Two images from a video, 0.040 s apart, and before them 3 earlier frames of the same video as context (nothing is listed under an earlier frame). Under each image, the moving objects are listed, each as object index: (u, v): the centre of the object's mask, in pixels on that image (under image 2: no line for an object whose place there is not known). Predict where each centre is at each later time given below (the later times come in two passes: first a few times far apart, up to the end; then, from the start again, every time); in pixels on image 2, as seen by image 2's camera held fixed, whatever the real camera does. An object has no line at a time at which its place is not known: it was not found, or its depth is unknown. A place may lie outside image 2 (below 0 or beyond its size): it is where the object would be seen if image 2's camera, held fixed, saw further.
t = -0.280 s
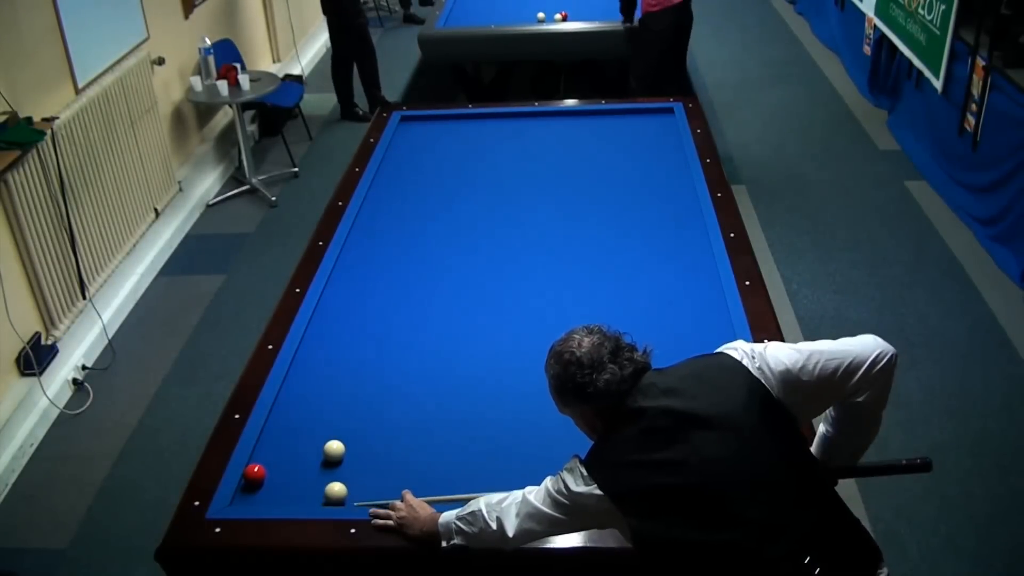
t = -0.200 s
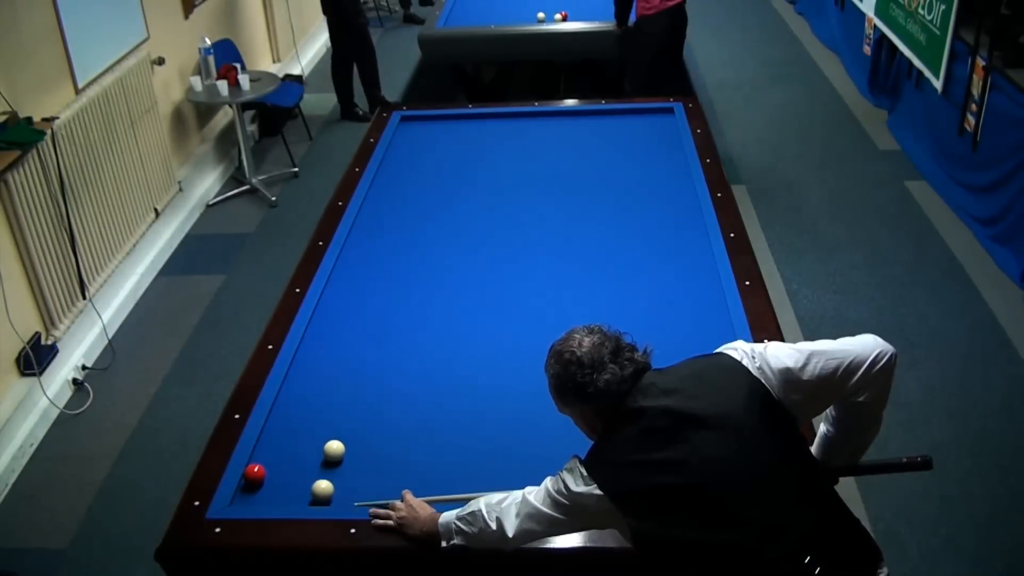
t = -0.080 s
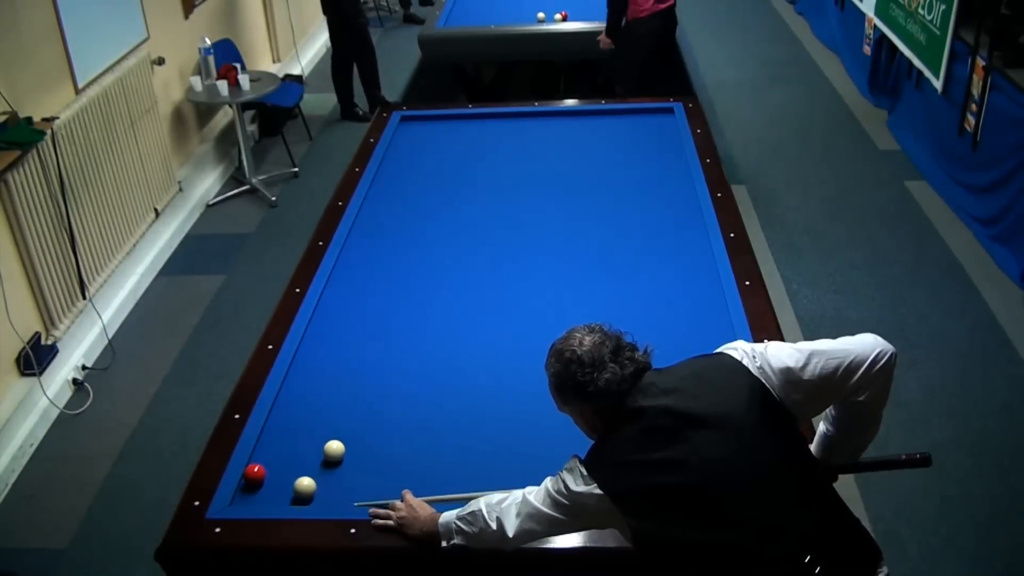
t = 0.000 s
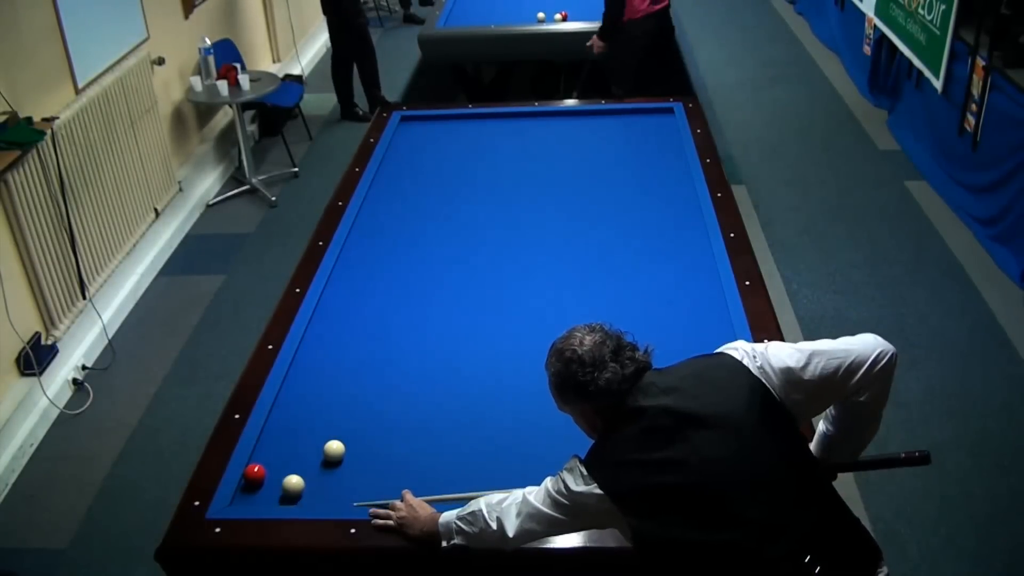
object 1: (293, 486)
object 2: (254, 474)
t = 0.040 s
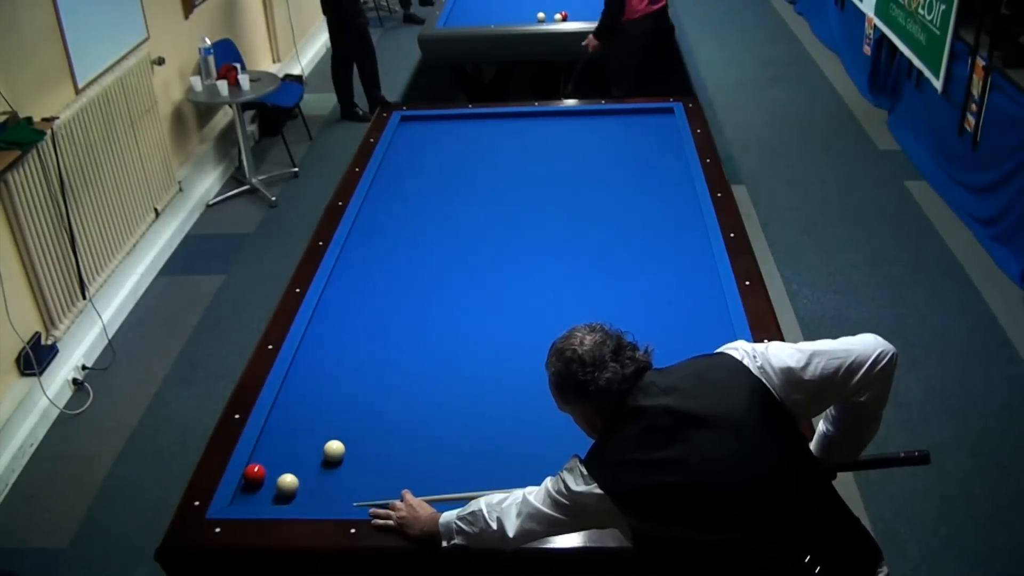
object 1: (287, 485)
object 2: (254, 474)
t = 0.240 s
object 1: (266, 484)
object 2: (257, 470)
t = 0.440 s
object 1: (256, 490)
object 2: (270, 464)
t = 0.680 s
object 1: (245, 496)
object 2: (283, 456)
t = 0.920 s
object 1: (250, 495)
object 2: (296, 447)
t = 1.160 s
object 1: (259, 491)
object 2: (307, 440)
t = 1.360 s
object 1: (265, 488)
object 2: (316, 435)
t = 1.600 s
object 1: (272, 485)
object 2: (325, 429)
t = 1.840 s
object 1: (278, 483)
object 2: (334, 424)
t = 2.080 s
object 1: (283, 480)
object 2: (343, 419)
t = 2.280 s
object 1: (287, 479)
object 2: (349, 415)
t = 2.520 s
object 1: (290, 478)
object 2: (356, 410)
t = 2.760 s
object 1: (293, 476)
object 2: (362, 407)
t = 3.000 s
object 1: (295, 475)
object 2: (368, 404)
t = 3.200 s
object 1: (296, 474)
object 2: (371, 403)
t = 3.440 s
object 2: (375, 400)
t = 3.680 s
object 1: (296, 473)
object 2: (378, 398)
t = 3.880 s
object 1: (296, 473)
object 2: (381, 397)
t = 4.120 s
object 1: (296, 473)
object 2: (383, 395)
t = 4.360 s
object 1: (296, 473)
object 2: (384, 394)
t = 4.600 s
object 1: (296, 473)
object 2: (384, 394)
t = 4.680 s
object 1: (296, 473)
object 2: (384, 394)
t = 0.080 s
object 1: (281, 484)
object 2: (254, 474)
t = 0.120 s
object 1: (276, 483)
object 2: (254, 474)
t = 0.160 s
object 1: (271, 482)
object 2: (253, 473)
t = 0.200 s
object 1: (268, 484)
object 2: (254, 472)
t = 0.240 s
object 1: (266, 484)
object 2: (257, 470)
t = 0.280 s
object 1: (264, 485)
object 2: (260, 468)
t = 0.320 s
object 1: (262, 486)
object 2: (263, 467)
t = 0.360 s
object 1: (260, 488)
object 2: (265, 467)
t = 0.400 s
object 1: (258, 489)
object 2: (267, 466)
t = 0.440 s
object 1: (256, 490)
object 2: (270, 464)
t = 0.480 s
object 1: (254, 491)
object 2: (272, 462)
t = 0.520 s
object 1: (252, 493)
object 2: (275, 461)
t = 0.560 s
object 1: (250, 493)
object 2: (276, 460)
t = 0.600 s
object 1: (249, 494)
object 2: (279, 458)
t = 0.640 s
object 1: (247, 495)
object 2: (281, 456)
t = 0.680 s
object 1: (245, 496)
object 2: (283, 456)
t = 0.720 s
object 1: (244, 496)
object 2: (285, 454)
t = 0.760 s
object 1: (245, 497)
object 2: (288, 452)
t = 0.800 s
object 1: (246, 496)
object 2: (290, 451)
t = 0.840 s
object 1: (247, 496)
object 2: (292, 450)
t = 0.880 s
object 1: (249, 495)
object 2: (294, 448)
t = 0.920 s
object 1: (250, 495)
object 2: (296, 447)
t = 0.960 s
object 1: (252, 494)
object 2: (298, 446)
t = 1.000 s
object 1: (254, 494)
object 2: (299, 445)
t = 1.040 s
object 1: (255, 493)
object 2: (301, 444)
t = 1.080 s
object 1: (256, 492)
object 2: (303, 443)
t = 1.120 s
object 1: (258, 491)
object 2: (305, 441)
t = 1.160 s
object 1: (259, 491)
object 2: (307, 440)
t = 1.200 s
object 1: (260, 491)
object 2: (309, 439)
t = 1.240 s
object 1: (262, 489)
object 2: (311, 438)
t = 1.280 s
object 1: (263, 489)
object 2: (312, 437)
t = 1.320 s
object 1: (264, 489)
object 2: (314, 436)
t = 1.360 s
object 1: (265, 488)
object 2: (316, 435)
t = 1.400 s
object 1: (266, 488)
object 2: (317, 434)
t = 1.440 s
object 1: (268, 487)
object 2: (319, 433)
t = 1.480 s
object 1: (269, 487)
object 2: (321, 432)
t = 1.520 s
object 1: (270, 487)
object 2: (323, 431)
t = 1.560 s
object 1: (271, 486)
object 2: (324, 430)
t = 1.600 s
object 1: (272, 485)
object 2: (325, 429)
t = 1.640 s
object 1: (273, 485)
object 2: (327, 429)
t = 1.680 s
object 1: (274, 484)
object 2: (328, 427)
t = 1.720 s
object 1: (275, 484)
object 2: (330, 426)
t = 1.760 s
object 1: (276, 484)
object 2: (331, 426)
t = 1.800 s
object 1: (277, 484)
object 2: (333, 425)
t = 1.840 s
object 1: (278, 483)
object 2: (334, 424)
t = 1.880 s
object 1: (279, 483)
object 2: (336, 423)
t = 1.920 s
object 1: (280, 482)
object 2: (337, 422)
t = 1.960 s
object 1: (281, 482)
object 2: (339, 421)
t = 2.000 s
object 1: (281, 482)
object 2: (340, 420)
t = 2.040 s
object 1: (282, 481)
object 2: (342, 419)
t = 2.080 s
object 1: (283, 480)
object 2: (343, 419)
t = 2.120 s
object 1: (284, 480)
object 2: (344, 418)
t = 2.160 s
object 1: (284, 480)
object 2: (345, 417)
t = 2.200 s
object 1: (285, 480)
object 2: (346, 417)
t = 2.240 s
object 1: (286, 480)
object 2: (348, 415)
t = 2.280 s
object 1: (287, 479)
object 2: (349, 415)
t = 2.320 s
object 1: (287, 478)
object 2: (350, 414)
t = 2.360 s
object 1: (288, 478)
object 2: (351, 413)
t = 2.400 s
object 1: (288, 478)
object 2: (352, 412)
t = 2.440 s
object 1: (289, 478)
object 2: (354, 412)
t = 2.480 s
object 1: (289, 478)
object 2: (355, 411)
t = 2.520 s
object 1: (290, 478)
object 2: (356, 410)
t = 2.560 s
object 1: (290, 477)
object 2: (357, 410)
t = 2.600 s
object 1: (291, 476)
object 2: (358, 409)
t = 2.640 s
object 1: (291, 477)
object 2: (359, 409)
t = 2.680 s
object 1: (292, 476)
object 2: (360, 408)
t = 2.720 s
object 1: (292, 477)
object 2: (361, 408)
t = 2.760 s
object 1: (293, 476)
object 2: (362, 407)
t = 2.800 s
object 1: (293, 476)
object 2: (363, 407)
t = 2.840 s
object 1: (294, 475)
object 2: (364, 406)
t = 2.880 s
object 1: (294, 475)
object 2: (365, 406)
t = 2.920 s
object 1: (294, 476)
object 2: (366, 405)
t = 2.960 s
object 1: (295, 475)
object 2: (367, 404)
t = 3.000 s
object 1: (295, 475)
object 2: (368, 404)
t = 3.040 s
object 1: (295, 474)
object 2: (368, 404)
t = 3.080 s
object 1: (295, 475)
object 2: (369, 403)
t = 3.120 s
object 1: (296, 474)
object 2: (370, 403)
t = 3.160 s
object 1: (295, 475)
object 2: (371, 403)
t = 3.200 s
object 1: (296, 474)
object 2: (371, 403)
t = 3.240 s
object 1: (296, 475)
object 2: (372, 402)
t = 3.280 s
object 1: (296, 474)
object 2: (373, 402)
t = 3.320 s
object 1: (296, 474)
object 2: (373, 401)
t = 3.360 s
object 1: (296, 473)
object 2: (374, 401)
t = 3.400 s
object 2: (374, 401)
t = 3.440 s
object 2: (375, 400)
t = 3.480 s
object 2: (376, 400)
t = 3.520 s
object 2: (376, 399)
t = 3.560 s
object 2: (377, 399)
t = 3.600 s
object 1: (299, 469)
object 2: (377, 399)
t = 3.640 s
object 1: (297, 473)
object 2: (378, 399)
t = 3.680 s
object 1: (296, 473)
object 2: (378, 398)
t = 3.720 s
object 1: (296, 473)
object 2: (379, 398)
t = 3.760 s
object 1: (296, 473)
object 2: (379, 398)
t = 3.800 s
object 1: (296, 473)
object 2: (380, 398)
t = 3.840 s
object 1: (296, 473)
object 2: (380, 397)
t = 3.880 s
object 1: (296, 473)
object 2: (381, 397)
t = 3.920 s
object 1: (296, 473)
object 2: (381, 396)
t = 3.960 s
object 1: (296, 473)
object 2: (381, 396)
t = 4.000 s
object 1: (296, 473)
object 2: (382, 396)
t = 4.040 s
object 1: (296, 473)
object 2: (382, 396)
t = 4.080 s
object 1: (296, 473)
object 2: (383, 395)
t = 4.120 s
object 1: (296, 473)
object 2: (383, 395)
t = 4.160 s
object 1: (296, 473)
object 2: (383, 395)
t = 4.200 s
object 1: (296, 473)
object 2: (383, 395)
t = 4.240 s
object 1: (296, 473)
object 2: (383, 395)
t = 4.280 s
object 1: (296, 473)
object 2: (384, 395)
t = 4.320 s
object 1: (296, 473)
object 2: (384, 394)
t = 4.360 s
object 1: (296, 473)
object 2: (384, 394)
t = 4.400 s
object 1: (296, 473)
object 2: (384, 394)
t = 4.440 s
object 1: (296, 473)
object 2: (384, 394)
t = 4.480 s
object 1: (296, 473)
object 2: (384, 394)
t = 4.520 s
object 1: (296, 473)
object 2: (384, 394)
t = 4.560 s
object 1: (296, 473)
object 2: (384, 394)
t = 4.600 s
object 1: (296, 473)
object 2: (384, 394)
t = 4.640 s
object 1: (296, 473)
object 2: (384, 394)
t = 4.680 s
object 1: (296, 473)
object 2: (384, 394)
